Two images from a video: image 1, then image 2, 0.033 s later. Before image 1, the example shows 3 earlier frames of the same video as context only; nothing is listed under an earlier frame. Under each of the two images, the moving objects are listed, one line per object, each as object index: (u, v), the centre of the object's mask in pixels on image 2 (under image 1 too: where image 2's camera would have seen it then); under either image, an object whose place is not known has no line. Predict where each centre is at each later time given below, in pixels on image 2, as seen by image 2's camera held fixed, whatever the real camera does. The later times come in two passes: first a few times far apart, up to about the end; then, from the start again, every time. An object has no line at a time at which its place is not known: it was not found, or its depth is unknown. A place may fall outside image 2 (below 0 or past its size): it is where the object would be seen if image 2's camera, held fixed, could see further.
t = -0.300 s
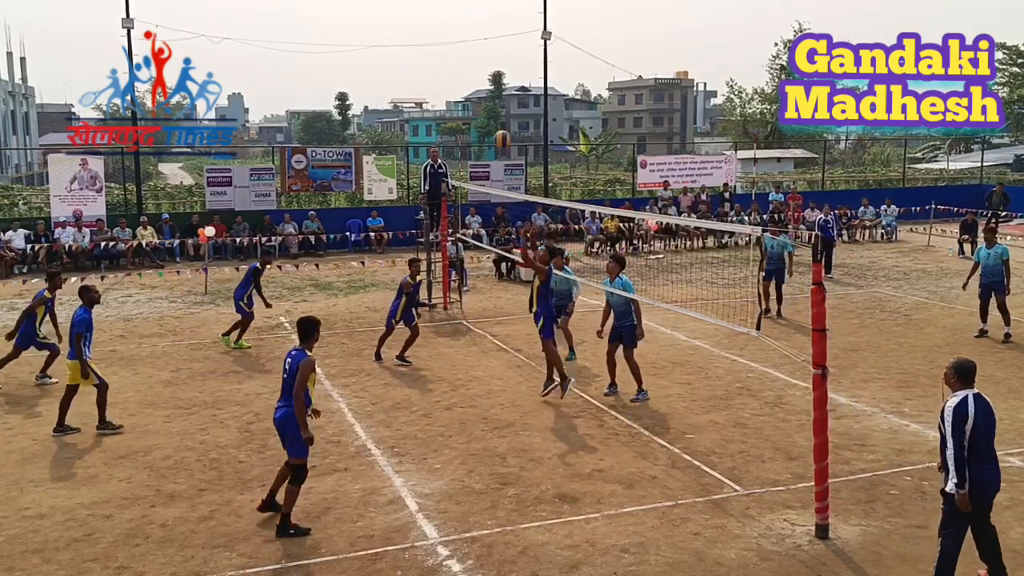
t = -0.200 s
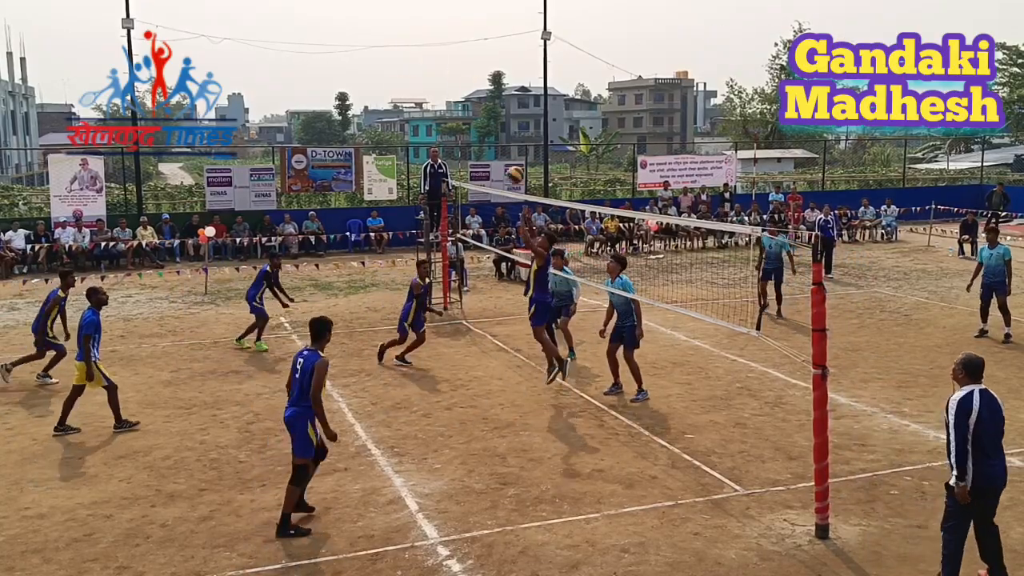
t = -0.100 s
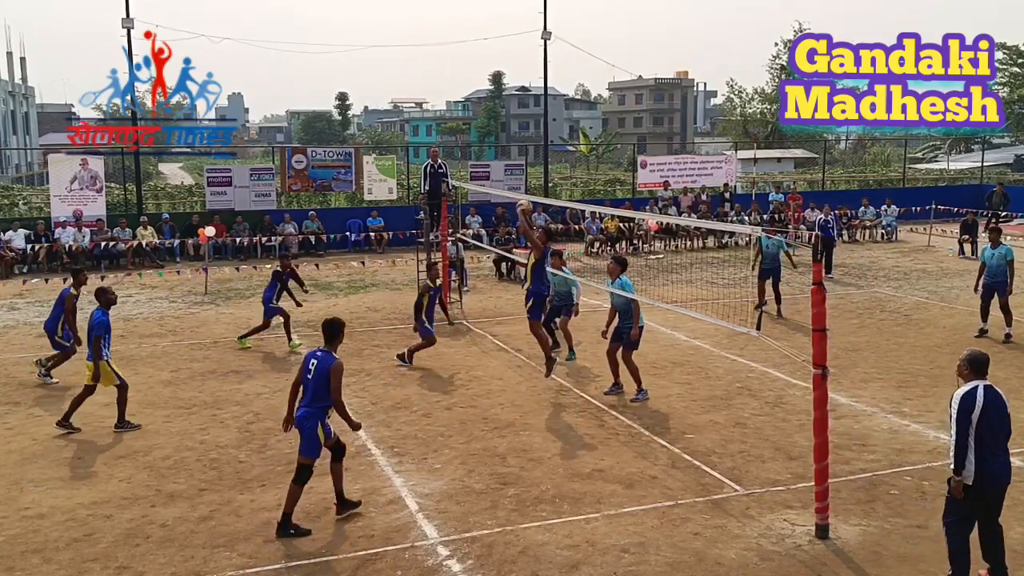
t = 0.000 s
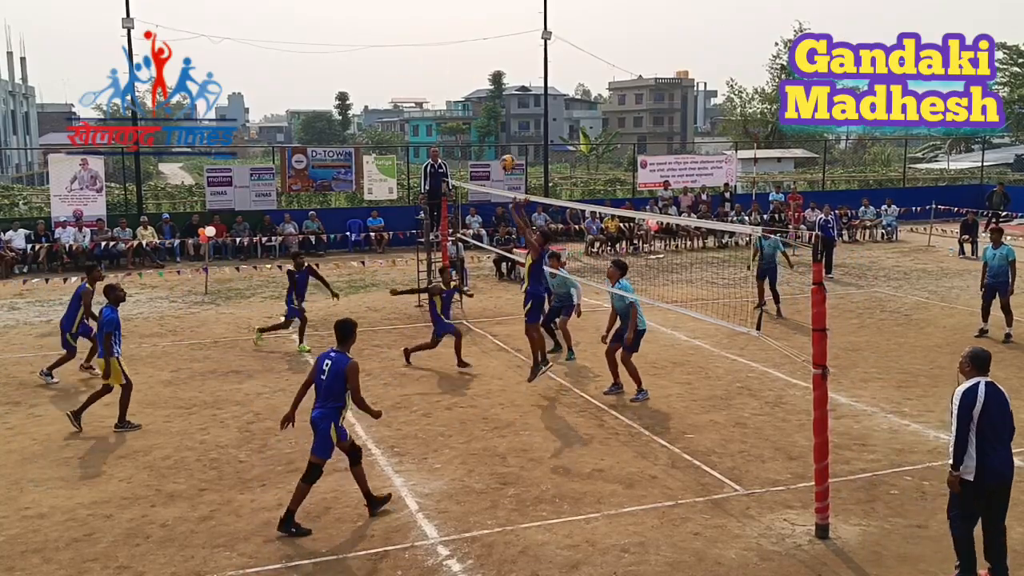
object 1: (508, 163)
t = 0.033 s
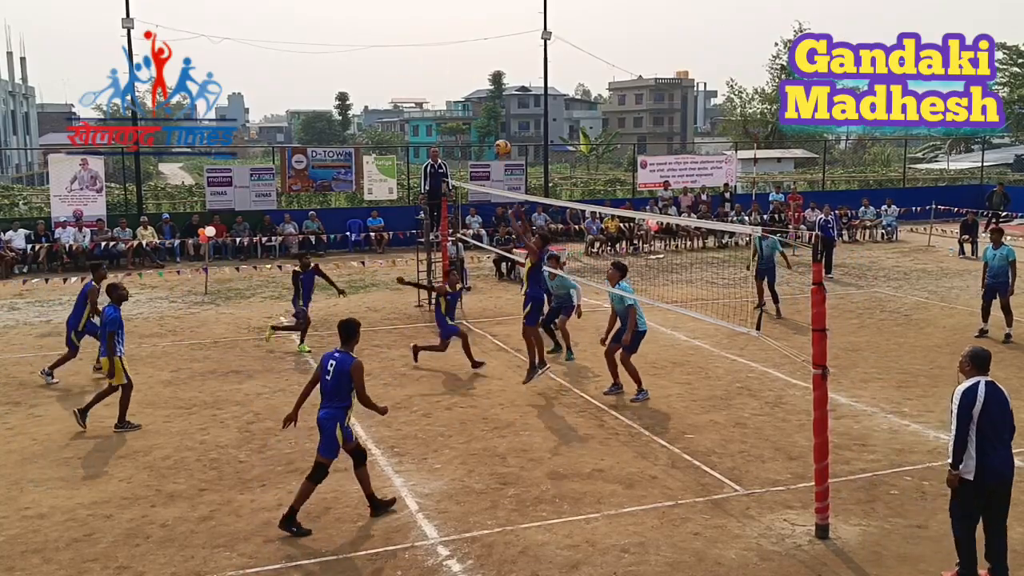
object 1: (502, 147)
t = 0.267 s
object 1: (461, 70)
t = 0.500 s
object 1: (422, 37)
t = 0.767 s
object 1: (382, 52)
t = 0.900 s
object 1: (364, 80)
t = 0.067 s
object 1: (496, 134)
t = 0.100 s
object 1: (490, 121)
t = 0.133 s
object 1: (484, 108)
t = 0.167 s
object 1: (479, 97)
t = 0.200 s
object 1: (473, 88)
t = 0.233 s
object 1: (467, 78)
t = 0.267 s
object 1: (461, 70)
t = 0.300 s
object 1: (455, 62)
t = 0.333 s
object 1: (450, 56)
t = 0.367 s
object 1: (444, 50)
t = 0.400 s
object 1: (438, 45)
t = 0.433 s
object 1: (433, 41)
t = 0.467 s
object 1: (428, 38)
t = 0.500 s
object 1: (422, 37)
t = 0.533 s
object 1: (417, 36)
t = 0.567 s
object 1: (412, 35)
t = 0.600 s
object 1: (407, 36)
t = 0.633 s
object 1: (402, 37)
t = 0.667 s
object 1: (397, 40)
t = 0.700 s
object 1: (392, 43)
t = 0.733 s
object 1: (387, 47)
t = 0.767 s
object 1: (382, 52)
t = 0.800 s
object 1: (378, 58)
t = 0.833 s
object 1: (373, 64)
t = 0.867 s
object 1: (369, 72)
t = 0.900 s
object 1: (364, 80)
